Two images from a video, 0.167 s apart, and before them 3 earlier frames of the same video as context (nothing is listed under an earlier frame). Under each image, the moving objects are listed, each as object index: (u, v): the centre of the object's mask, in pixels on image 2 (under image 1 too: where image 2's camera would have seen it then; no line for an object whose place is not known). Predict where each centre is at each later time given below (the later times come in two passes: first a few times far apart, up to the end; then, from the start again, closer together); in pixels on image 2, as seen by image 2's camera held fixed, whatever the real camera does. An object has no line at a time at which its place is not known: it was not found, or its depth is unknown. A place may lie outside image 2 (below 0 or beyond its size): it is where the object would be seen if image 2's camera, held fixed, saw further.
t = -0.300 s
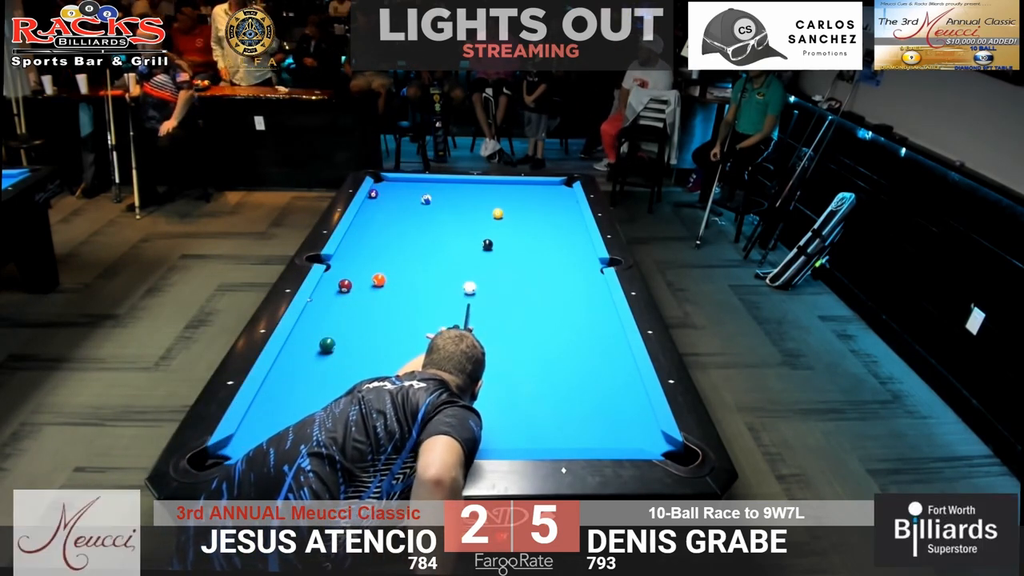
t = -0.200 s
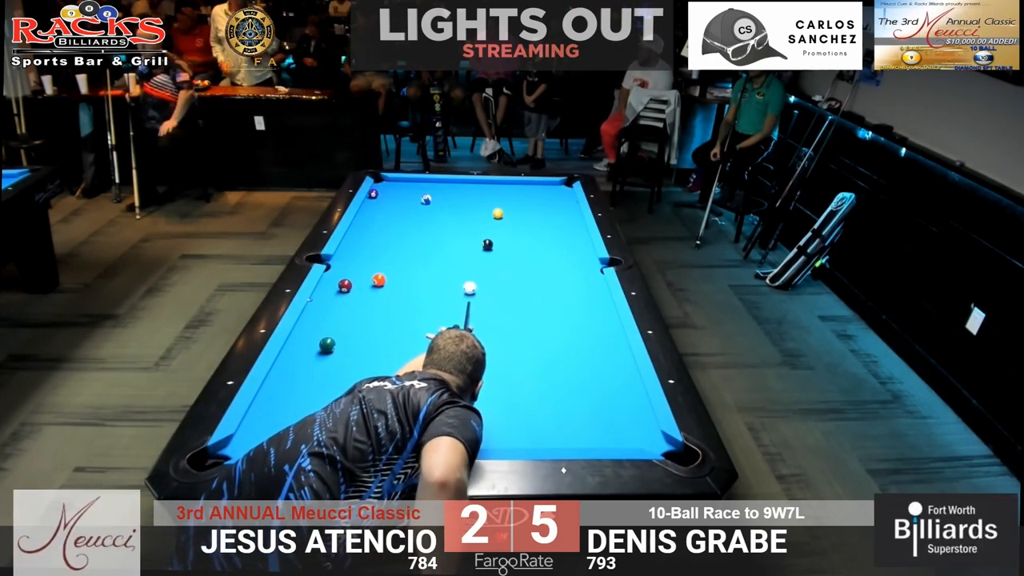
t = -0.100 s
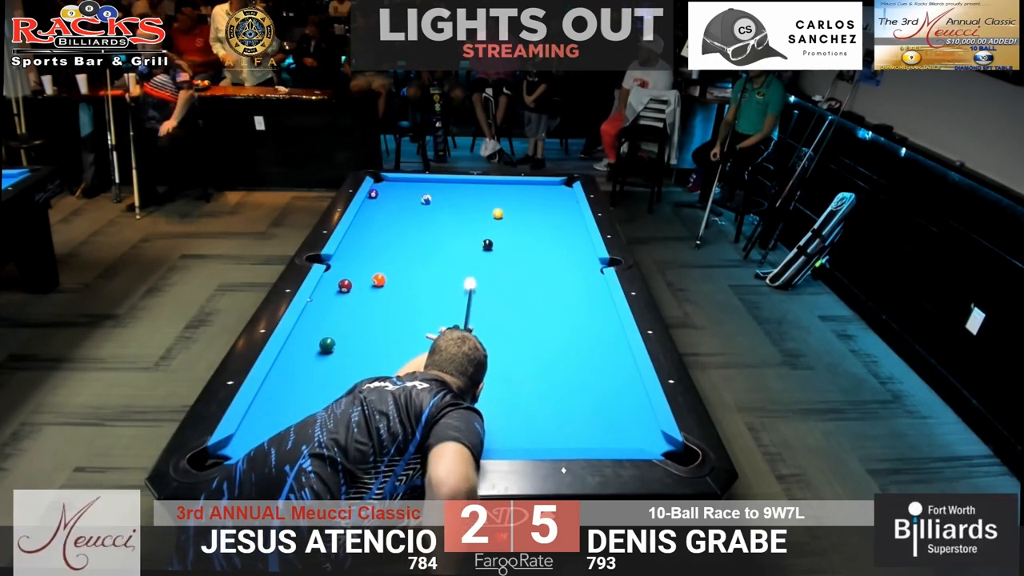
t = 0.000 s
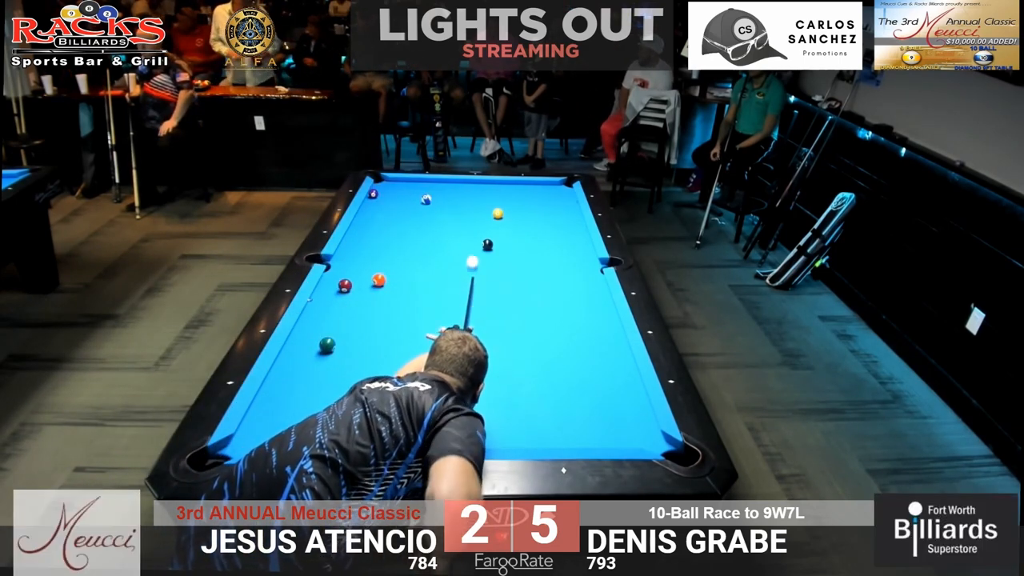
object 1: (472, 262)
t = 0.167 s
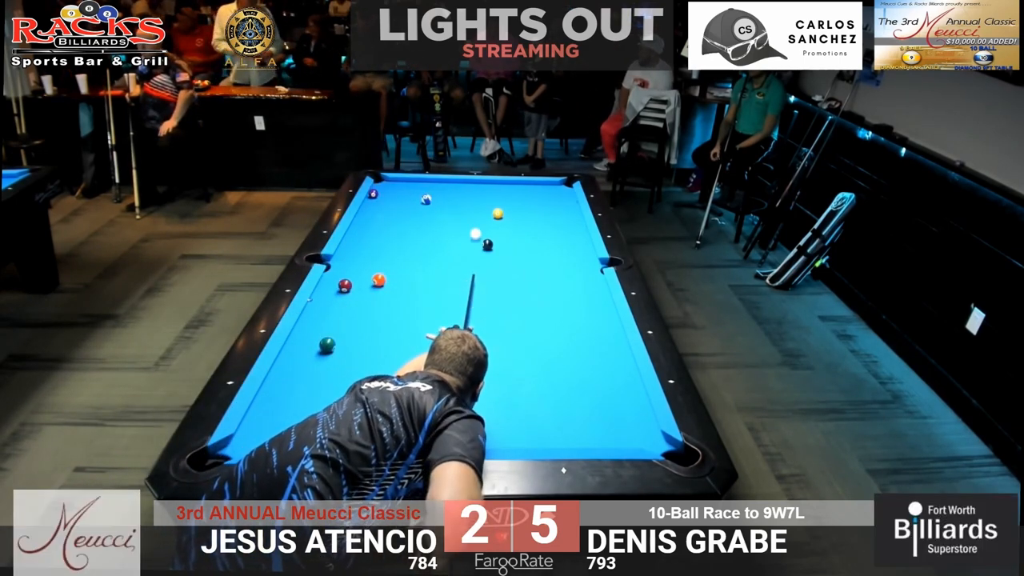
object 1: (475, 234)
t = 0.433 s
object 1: (480, 200)
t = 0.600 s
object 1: (482, 182)
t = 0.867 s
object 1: (491, 198)
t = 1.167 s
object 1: (504, 211)
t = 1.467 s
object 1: (515, 217)
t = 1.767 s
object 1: (527, 222)
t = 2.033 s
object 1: (537, 226)
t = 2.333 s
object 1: (547, 230)
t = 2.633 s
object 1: (557, 235)
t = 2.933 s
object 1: (566, 238)
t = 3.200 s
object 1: (573, 241)
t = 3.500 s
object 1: (581, 244)
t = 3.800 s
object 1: (587, 247)
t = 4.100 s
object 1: (586, 248)
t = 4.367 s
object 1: (585, 249)
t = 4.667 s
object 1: (584, 249)
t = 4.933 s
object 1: (584, 249)
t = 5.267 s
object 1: (583, 249)
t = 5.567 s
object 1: (584, 249)
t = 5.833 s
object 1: (584, 249)
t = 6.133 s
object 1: (583, 249)
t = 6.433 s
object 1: (583, 249)
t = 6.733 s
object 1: (583, 249)
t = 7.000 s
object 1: (583, 249)
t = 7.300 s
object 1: (583, 249)
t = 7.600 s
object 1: (583, 249)
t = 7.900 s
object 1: (584, 249)
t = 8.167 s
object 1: (583, 249)
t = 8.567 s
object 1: (584, 249)
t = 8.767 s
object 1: (584, 249)
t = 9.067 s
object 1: (584, 249)
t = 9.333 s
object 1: (584, 249)
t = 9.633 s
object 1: (584, 249)
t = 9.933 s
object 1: (584, 249)
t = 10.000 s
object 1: (584, 249)
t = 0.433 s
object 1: (480, 200)
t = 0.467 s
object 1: (480, 196)
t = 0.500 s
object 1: (481, 192)
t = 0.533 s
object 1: (481, 189)
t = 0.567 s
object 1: (481, 185)
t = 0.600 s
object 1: (482, 182)
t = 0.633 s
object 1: (482, 183)
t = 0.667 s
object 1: (484, 185)
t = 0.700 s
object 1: (485, 187)
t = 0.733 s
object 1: (486, 190)
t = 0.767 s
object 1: (487, 192)
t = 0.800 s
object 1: (489, 194)
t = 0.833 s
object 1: (490, 196)
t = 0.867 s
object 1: (491, 198)
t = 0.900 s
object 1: (492, 200)
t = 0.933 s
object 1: (494, 203)
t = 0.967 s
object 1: (495, 204)
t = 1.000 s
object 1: (496, 206)
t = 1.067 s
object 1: (500, 209)
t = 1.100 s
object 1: (501, 210)
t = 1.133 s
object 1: (502, 210)
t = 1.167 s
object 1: (504, 211)
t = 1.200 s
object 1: (505, 212)
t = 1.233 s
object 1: (506, 213)
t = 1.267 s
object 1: (507, 213)
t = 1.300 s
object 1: (509, 214)
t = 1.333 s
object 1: (510, 214)
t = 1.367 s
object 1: (512, 215)
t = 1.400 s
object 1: (513, 215)
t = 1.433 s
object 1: (514, 216)
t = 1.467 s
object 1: (515, 217)
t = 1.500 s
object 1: (517, 217)
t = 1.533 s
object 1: (518, 218)
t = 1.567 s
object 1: (519, 218)
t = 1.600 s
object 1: (521, 219)
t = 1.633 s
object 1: (522, 220)
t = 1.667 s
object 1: (523, 220)
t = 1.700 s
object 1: (525, 221)
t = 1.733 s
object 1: (526, 221)
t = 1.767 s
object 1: (527, 222)
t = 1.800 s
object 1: (528, 222)
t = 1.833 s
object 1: (530, 223)
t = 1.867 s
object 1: (531, 223)
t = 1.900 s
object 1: (532, 224)
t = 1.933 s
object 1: (533, 224)
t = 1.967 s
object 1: (535, 225)
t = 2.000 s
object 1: (536, 225)
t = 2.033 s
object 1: (537, 226)
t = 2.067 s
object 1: (538, 226)
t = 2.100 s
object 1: (539, 227)
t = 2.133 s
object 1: (540, 227)
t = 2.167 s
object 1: (542, 228)
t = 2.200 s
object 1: (543, 228)
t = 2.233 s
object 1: (544, 229)
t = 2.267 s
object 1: (545, 229)
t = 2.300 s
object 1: (546, 230)
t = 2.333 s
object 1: (547, 230)
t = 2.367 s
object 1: (549, 231)
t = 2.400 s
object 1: (550, 231)
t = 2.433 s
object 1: (551, 232)
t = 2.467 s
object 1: (552, 232)
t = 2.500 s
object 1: (553, 233)
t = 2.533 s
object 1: (554, 233)
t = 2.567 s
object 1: (555, 234)
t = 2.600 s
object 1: (556, 234)
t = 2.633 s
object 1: (557, 235)
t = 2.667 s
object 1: (558, 235)
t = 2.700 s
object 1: (559, 235)
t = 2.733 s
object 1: (560, 236)
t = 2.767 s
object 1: (561, 236)
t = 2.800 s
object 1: (562, 237)
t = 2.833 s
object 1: (563, 237)
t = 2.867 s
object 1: (564, 237)
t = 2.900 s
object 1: (565, 238)
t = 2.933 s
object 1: (566, 238)
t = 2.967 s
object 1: (567, 239)
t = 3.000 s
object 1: (568, 239)
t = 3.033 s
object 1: (569, 239)
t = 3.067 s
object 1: (570, 240)
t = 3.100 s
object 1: (571, 240)
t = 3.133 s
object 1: (572, 241)
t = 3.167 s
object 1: (573, 241)
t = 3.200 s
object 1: (573, 241)
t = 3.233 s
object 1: (574, 242)
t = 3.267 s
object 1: (575, 242)
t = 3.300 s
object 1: (576, 243)
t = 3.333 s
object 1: (577, 243)
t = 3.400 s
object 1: (578, 243)
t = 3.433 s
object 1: (579, 244)
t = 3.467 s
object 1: (580, 244)
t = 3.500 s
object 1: (581, 244)
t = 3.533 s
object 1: (582, 245)
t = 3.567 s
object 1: (582, 245)
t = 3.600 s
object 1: (583, 245)
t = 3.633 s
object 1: (584, 246)
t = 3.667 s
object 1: (584, 246)
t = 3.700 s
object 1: (585, 246)
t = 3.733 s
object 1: (586, 247)
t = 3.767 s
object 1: (586, 247)
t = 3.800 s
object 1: (587, 247)
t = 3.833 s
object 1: (588, 247)
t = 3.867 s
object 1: (588, 248)
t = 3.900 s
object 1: (588, 248)
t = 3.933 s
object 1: (588, 248)
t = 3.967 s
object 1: (588, 248)
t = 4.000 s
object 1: (587, 248)
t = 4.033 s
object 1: (587, 248)
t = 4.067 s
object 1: (587, 248)
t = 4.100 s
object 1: (586, 248)
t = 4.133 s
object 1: (586, 248)
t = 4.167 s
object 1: (586, 248)
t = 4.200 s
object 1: (586, 248)
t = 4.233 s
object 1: (585, 249)
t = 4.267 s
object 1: (585, 249)
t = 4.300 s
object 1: (585, 249)
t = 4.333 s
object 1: (585, 249)
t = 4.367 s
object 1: (585, 249)
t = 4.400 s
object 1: (585, 249)
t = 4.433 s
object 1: (584, 249)
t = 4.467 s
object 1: (584, 249)
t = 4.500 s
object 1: (584, 249)
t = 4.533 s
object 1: (584, 249)
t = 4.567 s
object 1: (584, 249)
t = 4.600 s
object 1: (584, 249)
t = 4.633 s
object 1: (584, 249)
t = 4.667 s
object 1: (584, 249)
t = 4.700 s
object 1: (584, 249)
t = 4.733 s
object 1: (584, 249)
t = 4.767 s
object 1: (584, 249)
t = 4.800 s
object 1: (584, 249)
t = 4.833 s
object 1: (584, 249)
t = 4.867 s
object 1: (584, 249)
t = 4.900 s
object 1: (584, 249)
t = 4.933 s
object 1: (584, 249)
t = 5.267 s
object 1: (583, 249)
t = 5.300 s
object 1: (584, 249)
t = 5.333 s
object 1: (584, 249)
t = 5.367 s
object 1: (584, 249)
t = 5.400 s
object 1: (584, 249)
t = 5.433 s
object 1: (584, 249)
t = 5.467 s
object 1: (584, 249)
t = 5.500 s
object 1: (584, 249)
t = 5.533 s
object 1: (584, 249)
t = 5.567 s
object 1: (584, 249)
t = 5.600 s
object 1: (584, 249)
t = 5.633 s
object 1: (584, 249)
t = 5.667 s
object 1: (584, 249)
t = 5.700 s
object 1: (584, 249)
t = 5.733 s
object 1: (584, 249)
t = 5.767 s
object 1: (584, 249)
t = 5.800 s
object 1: (584, 249)
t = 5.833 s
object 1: (584, 249)
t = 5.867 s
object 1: (584, 249)
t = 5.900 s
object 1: (584, 249)
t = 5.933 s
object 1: (583, 249)
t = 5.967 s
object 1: (583, 249)
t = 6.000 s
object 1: (583, 249)
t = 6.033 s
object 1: (583, 249)
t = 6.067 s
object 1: (583, 249)
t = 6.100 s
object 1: (583, 249)
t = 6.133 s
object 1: (583, 249)
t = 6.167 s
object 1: (583, 249)
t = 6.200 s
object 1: (583, 249)
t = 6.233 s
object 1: (583, 249)
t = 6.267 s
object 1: (583, 249)
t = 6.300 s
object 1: (583, 249)
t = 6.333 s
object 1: (583, 249)
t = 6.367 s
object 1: (583, 249)
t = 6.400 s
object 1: (583, 249)
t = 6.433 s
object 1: (583, 249)
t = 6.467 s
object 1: (583, 249)
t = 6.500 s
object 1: (583, 249)
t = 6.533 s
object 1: (583, 249)
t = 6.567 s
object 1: (583, 249)
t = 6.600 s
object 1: (583, 249)
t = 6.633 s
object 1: (583, 249)
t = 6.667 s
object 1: (583, 249)
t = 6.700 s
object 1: (583, 249)
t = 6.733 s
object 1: (583, 249)
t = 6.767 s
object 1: (583, 249)
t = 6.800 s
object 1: (583, 249)
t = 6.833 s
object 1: (583, 249)
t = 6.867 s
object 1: (583, 249)
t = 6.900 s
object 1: (583, 249)
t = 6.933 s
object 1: (583, 249)
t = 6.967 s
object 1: (583, 249)
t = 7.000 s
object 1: (583, 249)
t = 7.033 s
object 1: (583, 249)
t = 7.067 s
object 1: (583, 249)
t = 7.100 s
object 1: (583, 249)
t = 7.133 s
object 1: (583, 249)
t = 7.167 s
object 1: (583, 249)
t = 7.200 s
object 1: (583, 249)
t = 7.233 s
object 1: (583, 249)
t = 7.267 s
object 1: (583, 249)
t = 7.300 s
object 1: (583, 249)
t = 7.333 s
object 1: (583, 249)
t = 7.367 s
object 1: (583, 249)
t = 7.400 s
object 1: (583, 249)
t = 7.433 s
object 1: (583, 249)
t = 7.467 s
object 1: (583, 249)
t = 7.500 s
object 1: (583, 249)
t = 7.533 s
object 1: (583, 249)
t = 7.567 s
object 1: (583, 249)
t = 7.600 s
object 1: (583, 249)
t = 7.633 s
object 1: (583, 249)
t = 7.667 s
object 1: (583, 249)
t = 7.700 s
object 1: (583, 249)
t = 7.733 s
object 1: (583, 249)
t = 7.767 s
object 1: (583, 249)
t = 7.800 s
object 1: (583, 249)
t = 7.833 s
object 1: (583, 249)
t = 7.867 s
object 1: (583, 249)
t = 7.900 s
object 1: (584, 249)
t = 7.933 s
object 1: (584, 249)
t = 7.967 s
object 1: (583, 249)
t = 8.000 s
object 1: (584, 249)
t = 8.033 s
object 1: (584, 249)
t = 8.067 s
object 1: (584, 249)
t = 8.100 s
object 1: (584, 249)
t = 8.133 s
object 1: (583, 249)
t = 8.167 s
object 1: (583, 249)
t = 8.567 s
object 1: (584, 249)
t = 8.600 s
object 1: (584, 249)
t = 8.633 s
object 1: (584, 249)
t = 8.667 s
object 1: (584, 249)
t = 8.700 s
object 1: (584, 249)
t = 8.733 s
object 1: (584, 249)
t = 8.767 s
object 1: (584, 249)
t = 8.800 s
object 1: (584, 249)
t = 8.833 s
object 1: (584, 249)
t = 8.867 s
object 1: (584, 249)
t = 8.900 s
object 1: (584, 249)
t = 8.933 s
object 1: (584, 249)
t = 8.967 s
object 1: (584, 249)
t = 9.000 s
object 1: (584, 249)
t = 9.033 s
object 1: (584, 249)
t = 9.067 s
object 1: (584, 249)
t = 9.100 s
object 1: (584, 249)
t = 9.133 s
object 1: (584, 249)
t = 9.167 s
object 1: (584, 249)
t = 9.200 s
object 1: (584, 249)
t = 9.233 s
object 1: (584, 249)
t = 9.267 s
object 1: (584, 249)
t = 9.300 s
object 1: (584, 249)
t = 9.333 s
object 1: (584, 249)
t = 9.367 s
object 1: (584, 249)
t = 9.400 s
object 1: (584, 249)
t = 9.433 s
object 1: (584, 249)
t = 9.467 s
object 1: (584, 249)
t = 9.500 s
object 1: (584, 249)
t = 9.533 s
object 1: (584, 249)
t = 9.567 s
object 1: (584, 249)
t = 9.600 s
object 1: (584, 249)
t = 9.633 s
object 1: (584, 249)
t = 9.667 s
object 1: (584, 249)
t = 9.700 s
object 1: (584, 249)
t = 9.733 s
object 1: (584, 249)
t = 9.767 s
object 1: (584, 249)
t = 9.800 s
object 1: (584, 249)
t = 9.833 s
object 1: (584, 249)
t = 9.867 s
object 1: (584, 249)
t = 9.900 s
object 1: (584, 249)
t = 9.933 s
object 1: (584, 249)
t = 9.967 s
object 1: (584, 249)
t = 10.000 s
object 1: (584, 249)
